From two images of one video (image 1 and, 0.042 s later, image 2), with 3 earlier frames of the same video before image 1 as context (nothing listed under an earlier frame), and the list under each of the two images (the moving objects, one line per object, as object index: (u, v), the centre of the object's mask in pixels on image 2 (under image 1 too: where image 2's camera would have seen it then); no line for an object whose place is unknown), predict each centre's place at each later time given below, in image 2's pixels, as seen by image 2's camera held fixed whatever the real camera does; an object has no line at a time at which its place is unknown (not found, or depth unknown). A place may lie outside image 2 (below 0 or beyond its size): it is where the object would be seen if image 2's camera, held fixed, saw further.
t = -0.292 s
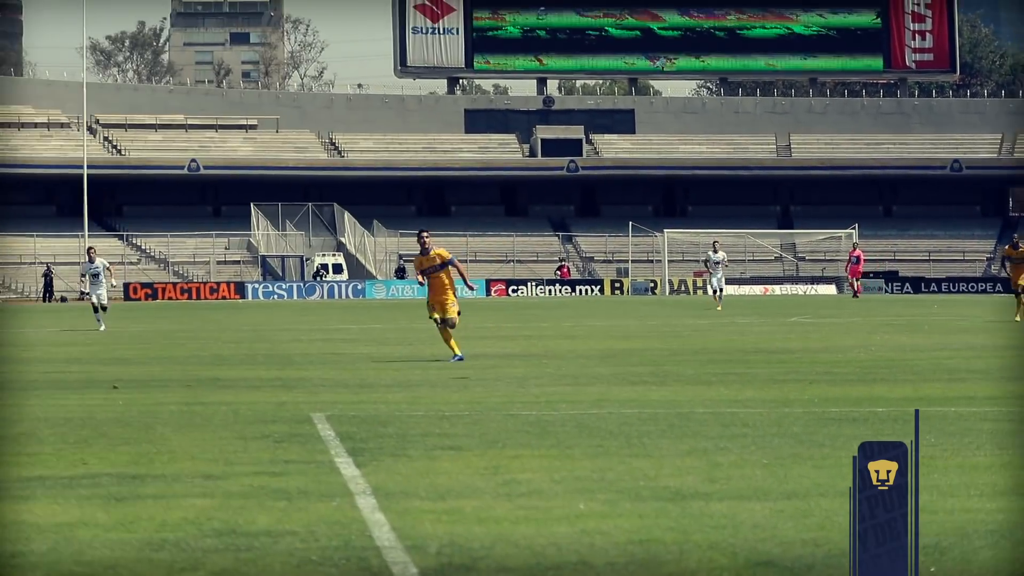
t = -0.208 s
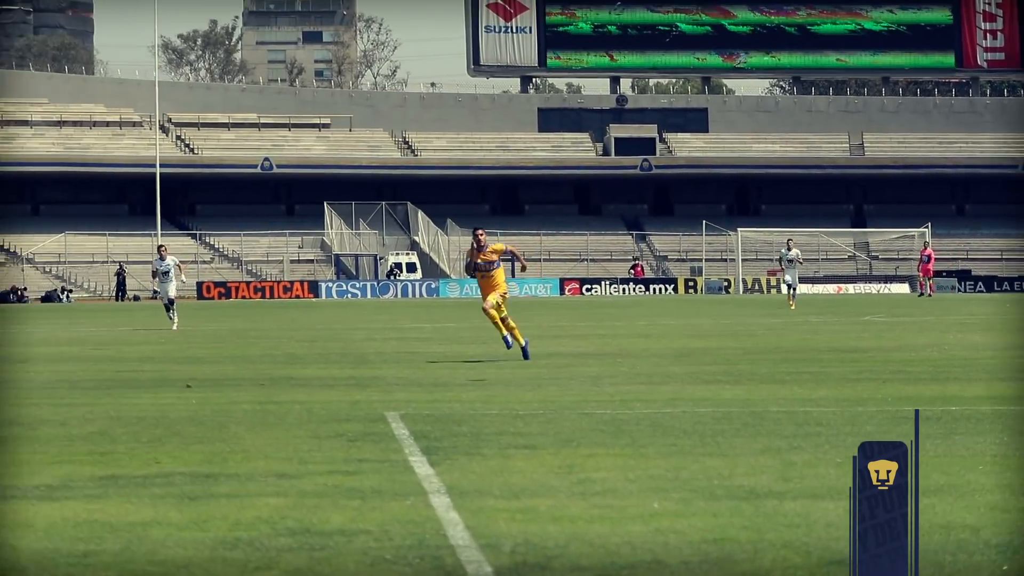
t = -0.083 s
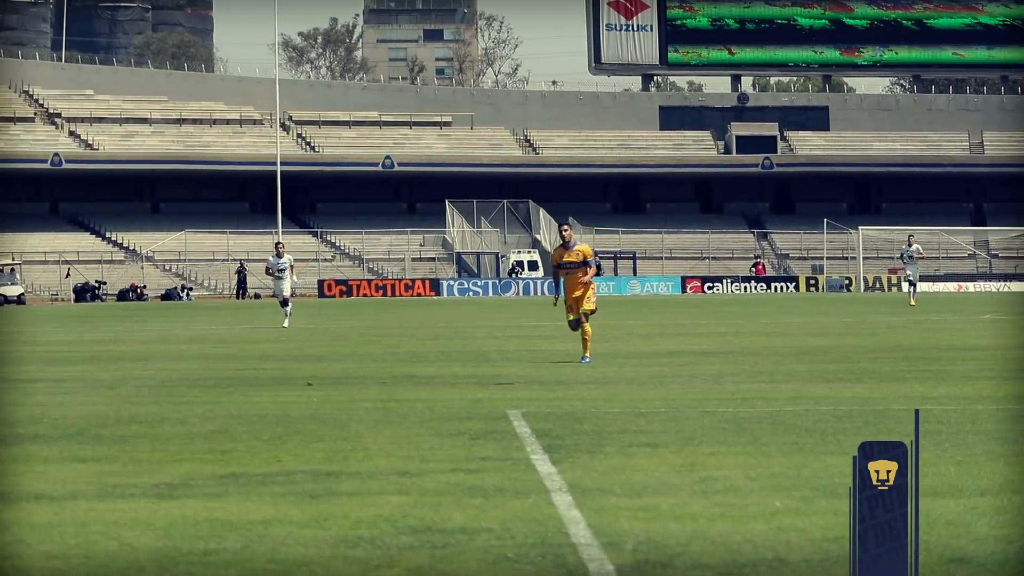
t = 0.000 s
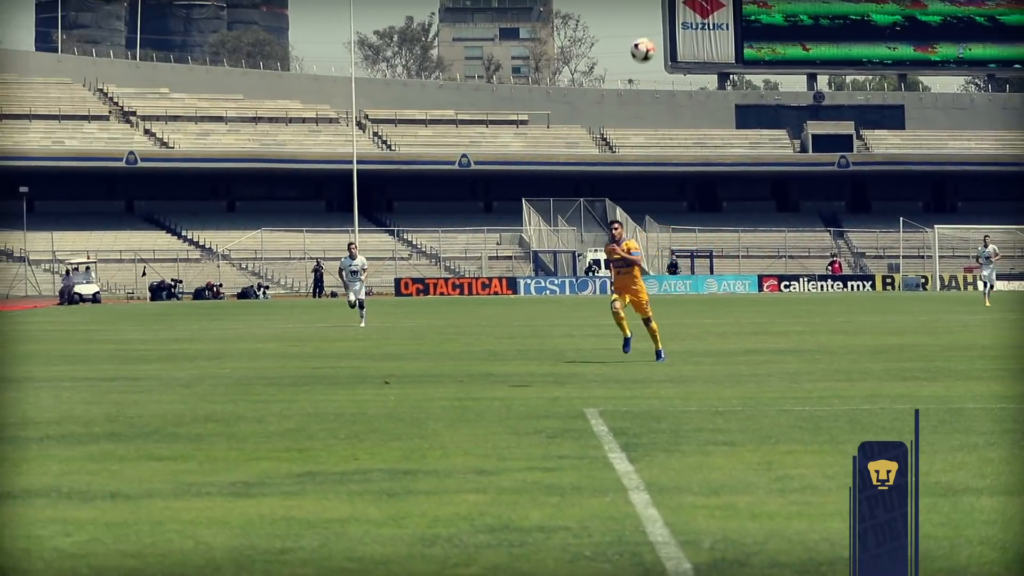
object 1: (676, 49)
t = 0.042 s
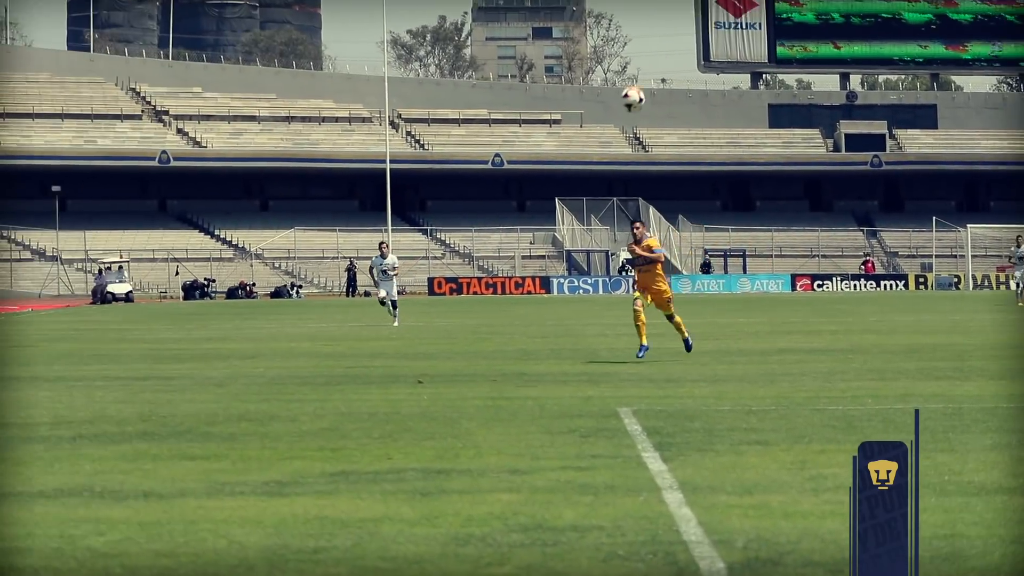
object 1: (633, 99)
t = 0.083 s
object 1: (588, 151)
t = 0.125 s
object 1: (520, 232)
